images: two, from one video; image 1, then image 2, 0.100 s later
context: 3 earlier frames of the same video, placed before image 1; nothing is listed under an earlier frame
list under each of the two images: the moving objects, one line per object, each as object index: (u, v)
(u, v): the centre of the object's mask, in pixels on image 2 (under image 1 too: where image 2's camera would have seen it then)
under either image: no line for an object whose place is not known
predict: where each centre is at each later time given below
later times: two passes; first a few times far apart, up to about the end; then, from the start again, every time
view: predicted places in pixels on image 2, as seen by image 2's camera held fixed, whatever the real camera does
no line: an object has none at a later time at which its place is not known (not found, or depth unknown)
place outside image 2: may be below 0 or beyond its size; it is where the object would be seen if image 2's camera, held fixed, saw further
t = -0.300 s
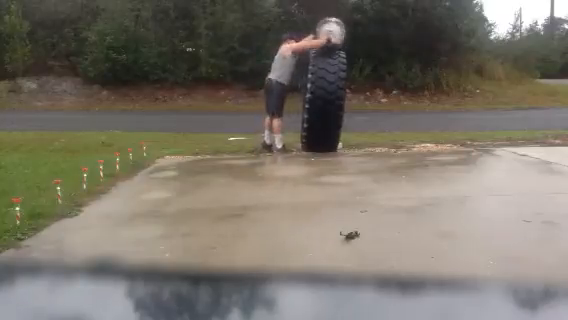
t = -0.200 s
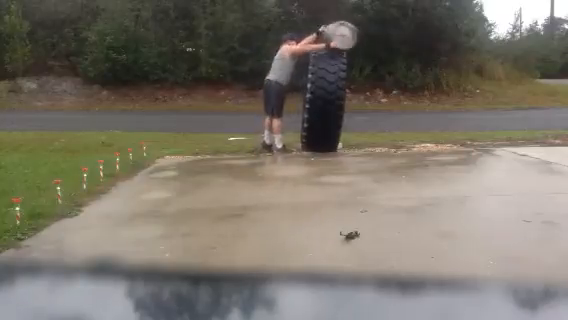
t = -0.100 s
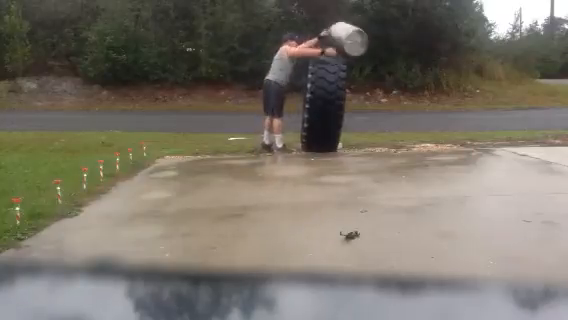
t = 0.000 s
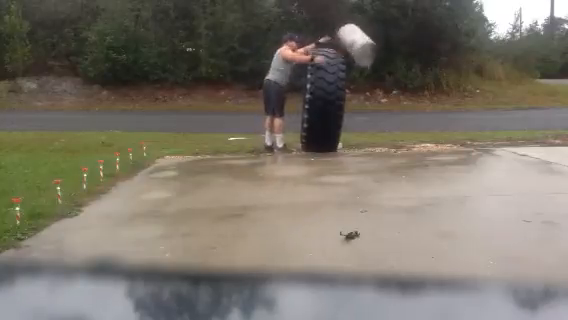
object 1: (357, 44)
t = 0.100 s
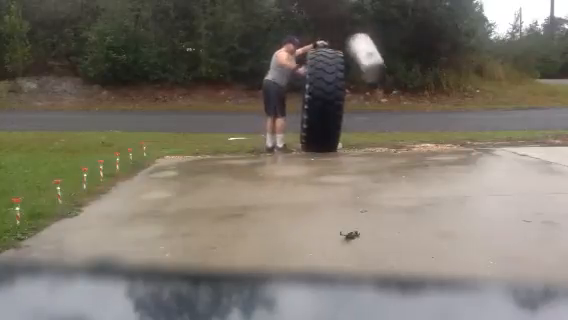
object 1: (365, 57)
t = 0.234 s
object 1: (378, 80)
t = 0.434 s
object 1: (394, 128)
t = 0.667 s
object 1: (400, 127)
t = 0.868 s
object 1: (403, 127)
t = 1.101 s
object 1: (405, 130)
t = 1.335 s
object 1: (411, 134)
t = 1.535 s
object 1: (412, 135)
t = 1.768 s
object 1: (413, 135)
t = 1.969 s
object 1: (413, 135)
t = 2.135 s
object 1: (415, 134)
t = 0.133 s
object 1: (368, 62)
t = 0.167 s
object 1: (371, 65)
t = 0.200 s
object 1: (375, 72)
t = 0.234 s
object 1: (378, 80)
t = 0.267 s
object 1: (382, 89)
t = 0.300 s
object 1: (384, 98)
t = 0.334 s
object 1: (387, 109)
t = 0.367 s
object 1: (389, 120)
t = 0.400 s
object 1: (393, 128)
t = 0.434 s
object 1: (394, 128)
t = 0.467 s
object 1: (395, 128)
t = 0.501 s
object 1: (396, 128)
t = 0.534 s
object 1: (397, 127)
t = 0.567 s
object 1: (398, 127)
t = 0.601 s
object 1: (399, 127)
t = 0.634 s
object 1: (400, 127)
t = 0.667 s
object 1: (400, 127)
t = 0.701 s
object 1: (401, 127)
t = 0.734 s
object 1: (402, 127)
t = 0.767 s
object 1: (402, 127)
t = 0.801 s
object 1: (402, 127)
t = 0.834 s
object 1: (403, 127)
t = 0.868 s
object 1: (403, 127)
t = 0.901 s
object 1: (403, 127)
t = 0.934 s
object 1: (403, 127)
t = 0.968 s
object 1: (404, 127)
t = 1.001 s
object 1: (404, 128)
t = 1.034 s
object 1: (404, 128)
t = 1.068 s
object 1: (405, 129)
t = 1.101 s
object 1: (405, 130)
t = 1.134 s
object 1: (406, 130)
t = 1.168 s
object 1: (409, 131)
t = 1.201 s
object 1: (409, 133)
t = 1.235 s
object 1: (410, 135)
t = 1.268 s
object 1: (411, 134)
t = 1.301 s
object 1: (411, 134)
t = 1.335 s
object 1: (411, 134)
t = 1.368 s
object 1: (411, 134)
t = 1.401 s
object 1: (412, 134)
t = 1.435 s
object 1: (412, 135)
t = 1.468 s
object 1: (412, 134)
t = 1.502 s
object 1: (412, 135)
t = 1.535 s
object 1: (412, 135)
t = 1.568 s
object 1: (413, 135)
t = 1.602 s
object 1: (413, 135)
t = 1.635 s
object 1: (413, 135)
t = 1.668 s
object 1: (413, 135)
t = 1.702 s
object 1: (413, 135)
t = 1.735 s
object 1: (413, 135)
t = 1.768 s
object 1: (413, 135)
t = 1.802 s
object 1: (413, 135)
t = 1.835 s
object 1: (414, 135)
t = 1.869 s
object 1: (414, 135)
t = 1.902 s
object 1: (414, 135)
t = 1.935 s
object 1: (414, 135)
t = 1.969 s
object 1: (413, 135)
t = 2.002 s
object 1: (414, 135)
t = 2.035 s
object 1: (413, 135)
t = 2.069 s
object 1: (414, 135)
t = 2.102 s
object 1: (414, 134)
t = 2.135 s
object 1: (415, 134)
